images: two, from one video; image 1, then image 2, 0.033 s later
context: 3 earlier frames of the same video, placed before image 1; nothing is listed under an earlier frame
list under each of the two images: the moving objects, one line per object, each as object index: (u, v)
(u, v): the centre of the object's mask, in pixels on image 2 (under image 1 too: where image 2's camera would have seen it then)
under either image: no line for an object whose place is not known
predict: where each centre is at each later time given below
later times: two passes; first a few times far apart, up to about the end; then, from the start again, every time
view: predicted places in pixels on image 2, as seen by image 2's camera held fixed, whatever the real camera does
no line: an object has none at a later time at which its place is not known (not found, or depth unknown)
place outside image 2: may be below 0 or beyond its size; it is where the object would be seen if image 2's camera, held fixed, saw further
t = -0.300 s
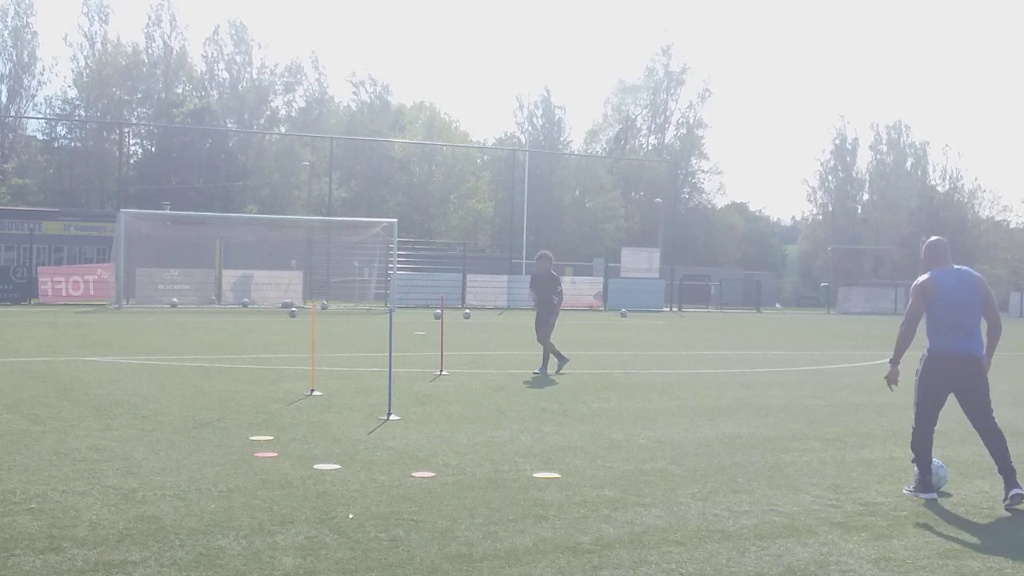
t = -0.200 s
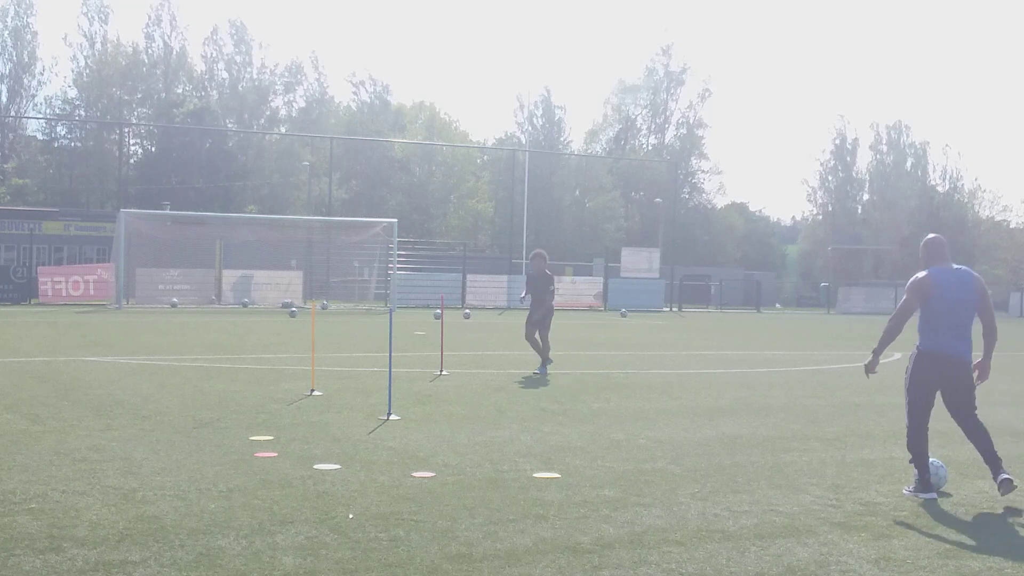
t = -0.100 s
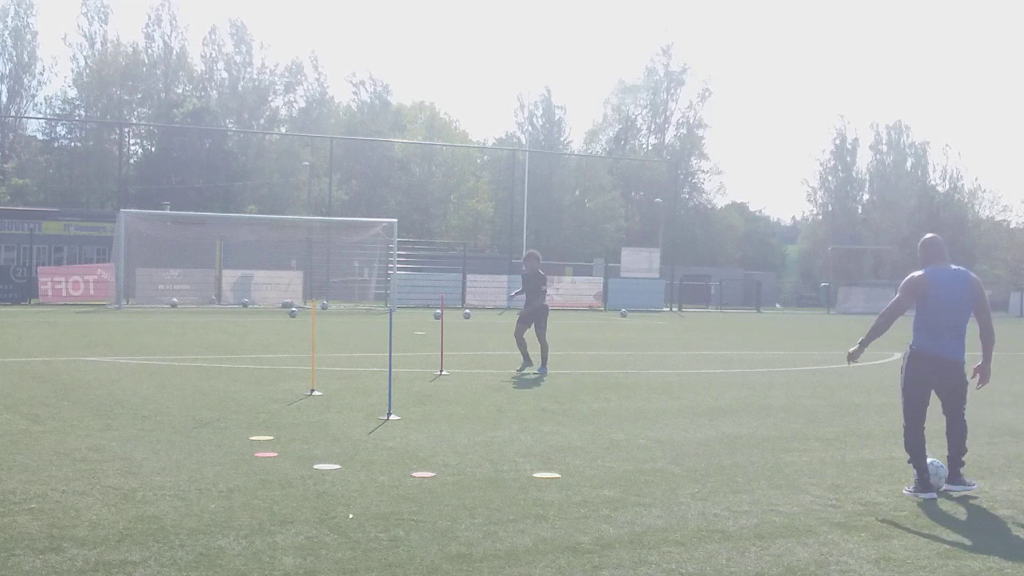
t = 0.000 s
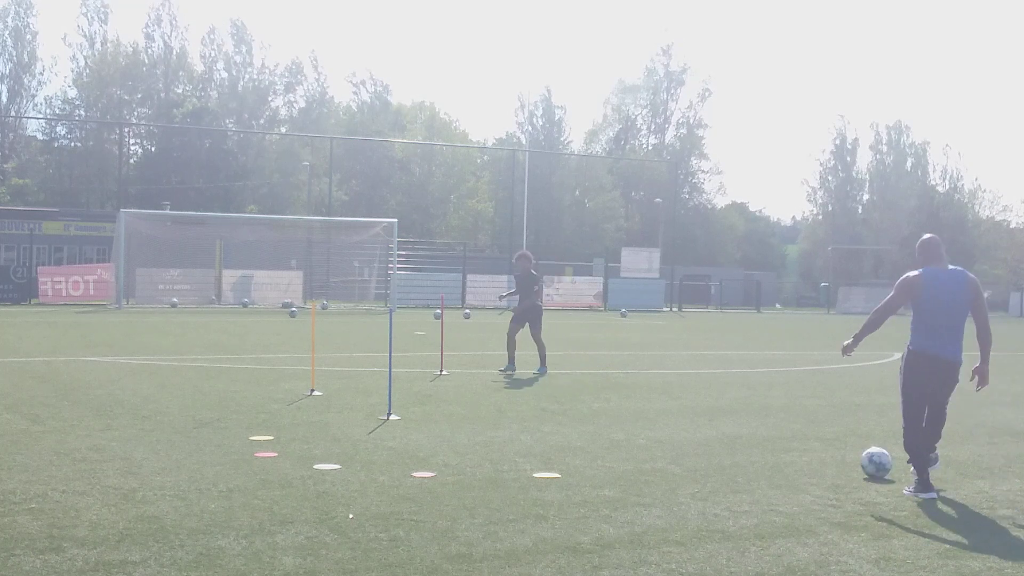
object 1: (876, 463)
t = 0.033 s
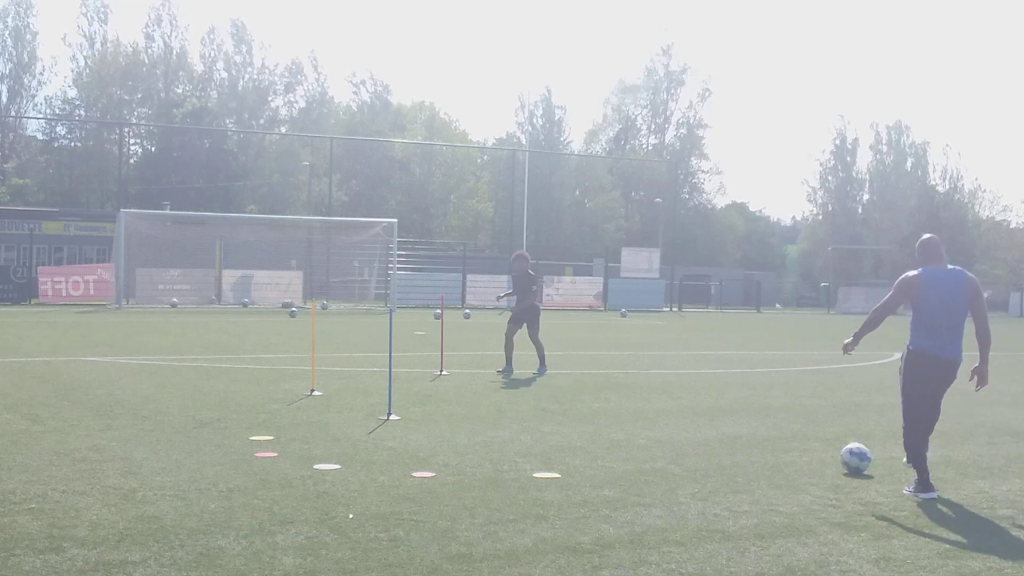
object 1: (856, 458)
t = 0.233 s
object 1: (758, 437)
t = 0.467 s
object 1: (680, 423)
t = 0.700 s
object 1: (621, 410)
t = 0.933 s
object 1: (570, 401)
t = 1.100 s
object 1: (539, 394)
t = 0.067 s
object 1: (836, 455)
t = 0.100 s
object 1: (819, 450)
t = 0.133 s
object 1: (802, 447)
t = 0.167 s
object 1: (786, 444)
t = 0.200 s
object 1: (771, 440)
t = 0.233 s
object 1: (758, 437)
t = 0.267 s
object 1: (744, 436)
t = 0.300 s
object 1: (732, 432)
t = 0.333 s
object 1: (721, 430)
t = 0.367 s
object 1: (710, 429)
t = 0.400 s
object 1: (699, 426)
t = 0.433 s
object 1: (690, 424)
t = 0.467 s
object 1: (680, 423)
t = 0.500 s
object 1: (671, 420)
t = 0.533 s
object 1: (662, 418)
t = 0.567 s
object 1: (654, 417)
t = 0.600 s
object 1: (645, 415)
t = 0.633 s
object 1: (637, 413)
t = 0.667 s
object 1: (629, 411)
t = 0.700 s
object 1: (621, 410)
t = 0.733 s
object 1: (613, 409)
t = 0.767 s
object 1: (606, 407)
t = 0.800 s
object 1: (598, 406)
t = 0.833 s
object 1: (591, 404)
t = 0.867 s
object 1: (584, 403)
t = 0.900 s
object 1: (577, 402)
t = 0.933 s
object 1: (570, 401)
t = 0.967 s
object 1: (564, 399)
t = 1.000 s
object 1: (557, 397)
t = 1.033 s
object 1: (551, 397)
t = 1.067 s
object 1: (545, 395)
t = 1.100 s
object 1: (539, 394)
